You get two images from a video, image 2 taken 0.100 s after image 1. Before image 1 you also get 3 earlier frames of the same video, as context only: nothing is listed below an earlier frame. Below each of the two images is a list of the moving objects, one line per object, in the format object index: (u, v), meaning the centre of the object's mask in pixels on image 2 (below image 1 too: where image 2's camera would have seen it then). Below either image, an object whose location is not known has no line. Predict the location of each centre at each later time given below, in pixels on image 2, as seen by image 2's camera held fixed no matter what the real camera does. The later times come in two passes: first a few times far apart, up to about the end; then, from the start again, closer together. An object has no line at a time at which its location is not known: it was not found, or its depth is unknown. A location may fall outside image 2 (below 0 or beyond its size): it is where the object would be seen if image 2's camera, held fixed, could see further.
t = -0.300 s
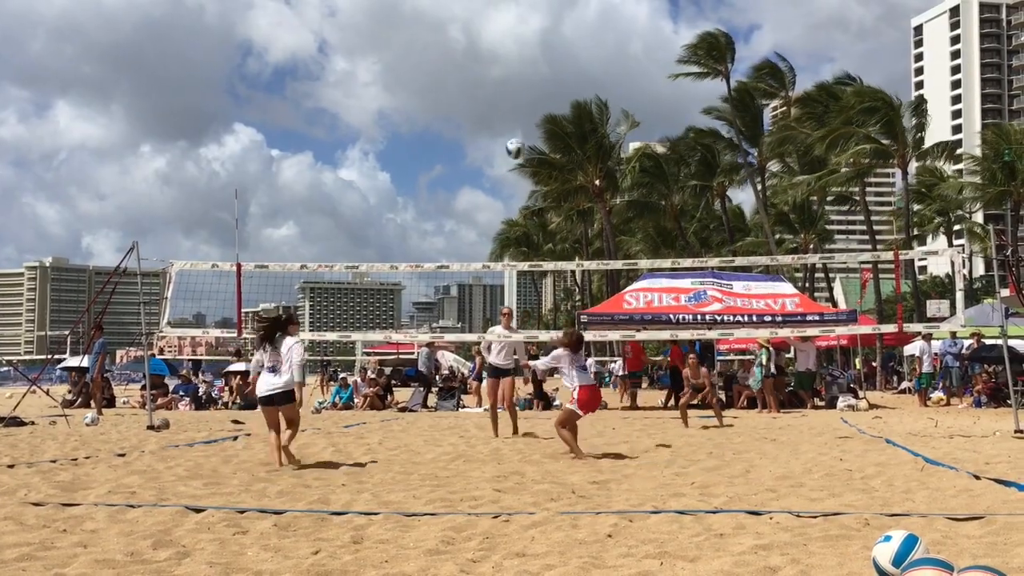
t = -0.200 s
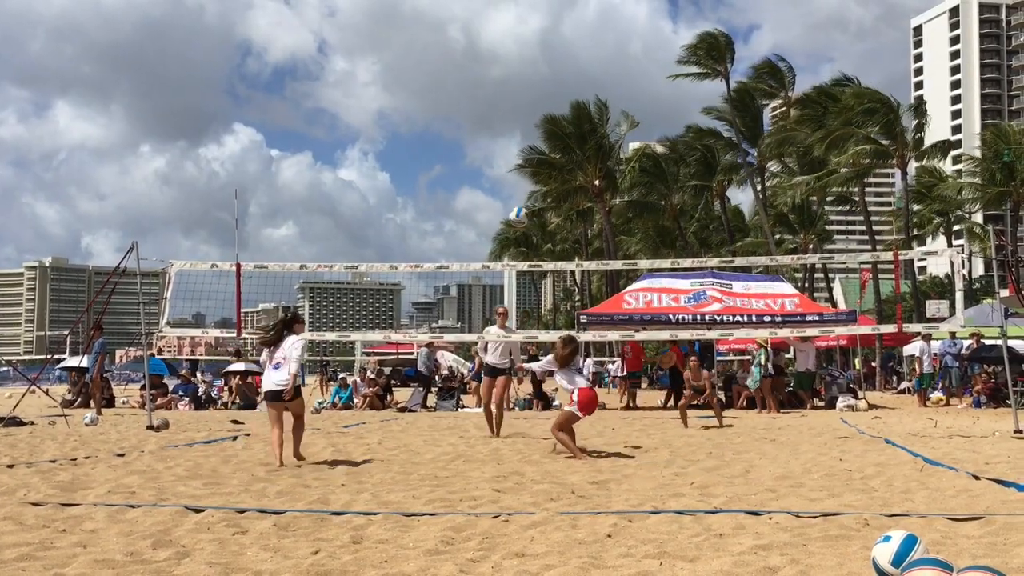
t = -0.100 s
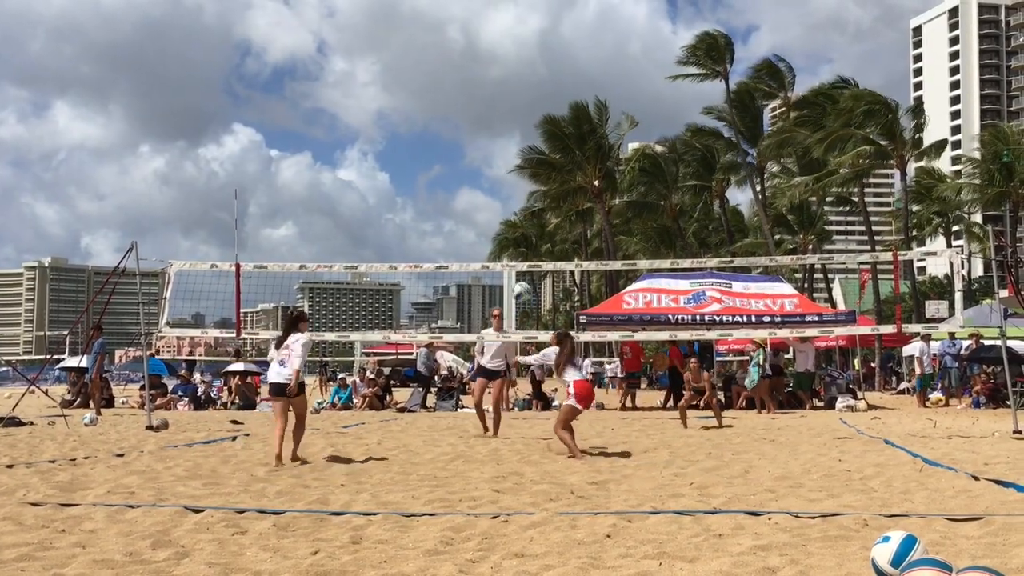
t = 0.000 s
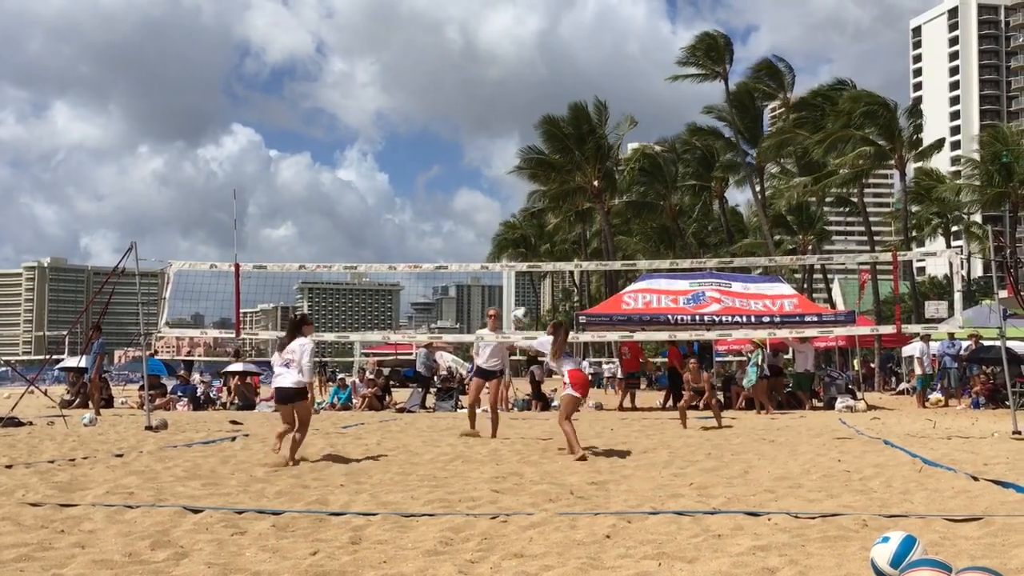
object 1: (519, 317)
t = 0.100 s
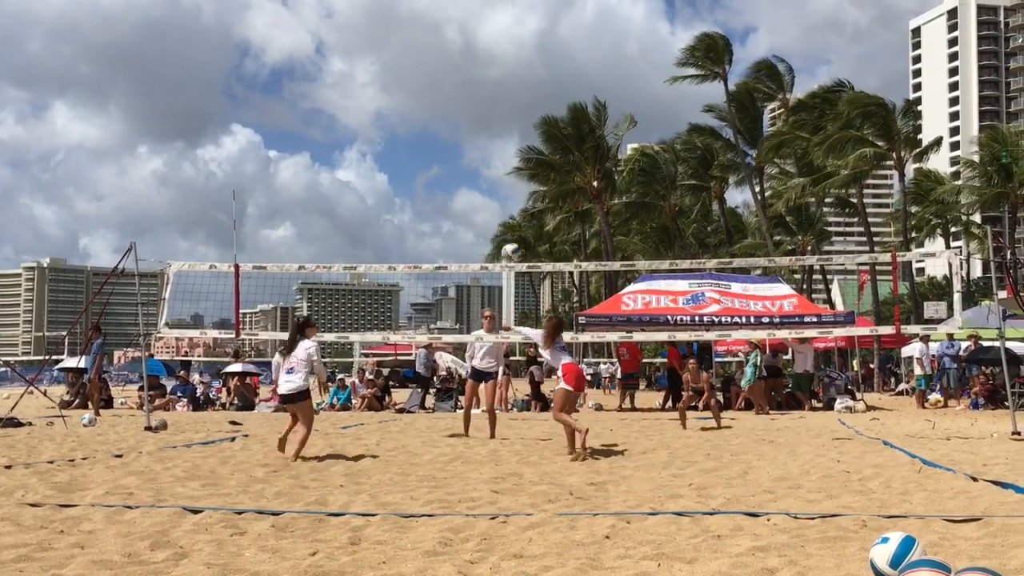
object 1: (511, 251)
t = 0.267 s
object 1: (496, 168)
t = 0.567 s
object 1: (470, 82)
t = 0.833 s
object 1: (447, 71)
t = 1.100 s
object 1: (425, 116)
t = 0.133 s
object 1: (507, 233)
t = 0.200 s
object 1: (502, 198)
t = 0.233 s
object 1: (499, 182)
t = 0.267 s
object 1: (496, 168)
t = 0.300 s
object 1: (493, 154)
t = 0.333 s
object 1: (490, 141)
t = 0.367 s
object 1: (487, 130)
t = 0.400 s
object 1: (484, 120)
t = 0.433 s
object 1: (482, 110)
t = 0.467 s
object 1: (478, 102)
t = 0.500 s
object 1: (475, 95)
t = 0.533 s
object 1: (473, 88)
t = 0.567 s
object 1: (470, 82)
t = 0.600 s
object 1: (467, 77)
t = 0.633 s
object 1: (464, 74)
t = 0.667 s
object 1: (461, 71)
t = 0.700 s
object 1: (458, 69)
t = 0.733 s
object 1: (456, 68)
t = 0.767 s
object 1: (453, 69)
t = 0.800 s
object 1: (450, 69)
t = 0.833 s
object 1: (447, 71)
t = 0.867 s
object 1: (444, 74)
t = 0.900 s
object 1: (442, 77)
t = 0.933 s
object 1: (439, 82)
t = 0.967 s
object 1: (436, 87)
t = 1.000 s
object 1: (433, 93)
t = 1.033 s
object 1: (430, 100)
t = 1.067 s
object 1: (427, 107)
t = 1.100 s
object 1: (425, 116)
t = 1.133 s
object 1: (422, 125)
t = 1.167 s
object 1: (419, 135)
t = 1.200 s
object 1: (416, 146)
